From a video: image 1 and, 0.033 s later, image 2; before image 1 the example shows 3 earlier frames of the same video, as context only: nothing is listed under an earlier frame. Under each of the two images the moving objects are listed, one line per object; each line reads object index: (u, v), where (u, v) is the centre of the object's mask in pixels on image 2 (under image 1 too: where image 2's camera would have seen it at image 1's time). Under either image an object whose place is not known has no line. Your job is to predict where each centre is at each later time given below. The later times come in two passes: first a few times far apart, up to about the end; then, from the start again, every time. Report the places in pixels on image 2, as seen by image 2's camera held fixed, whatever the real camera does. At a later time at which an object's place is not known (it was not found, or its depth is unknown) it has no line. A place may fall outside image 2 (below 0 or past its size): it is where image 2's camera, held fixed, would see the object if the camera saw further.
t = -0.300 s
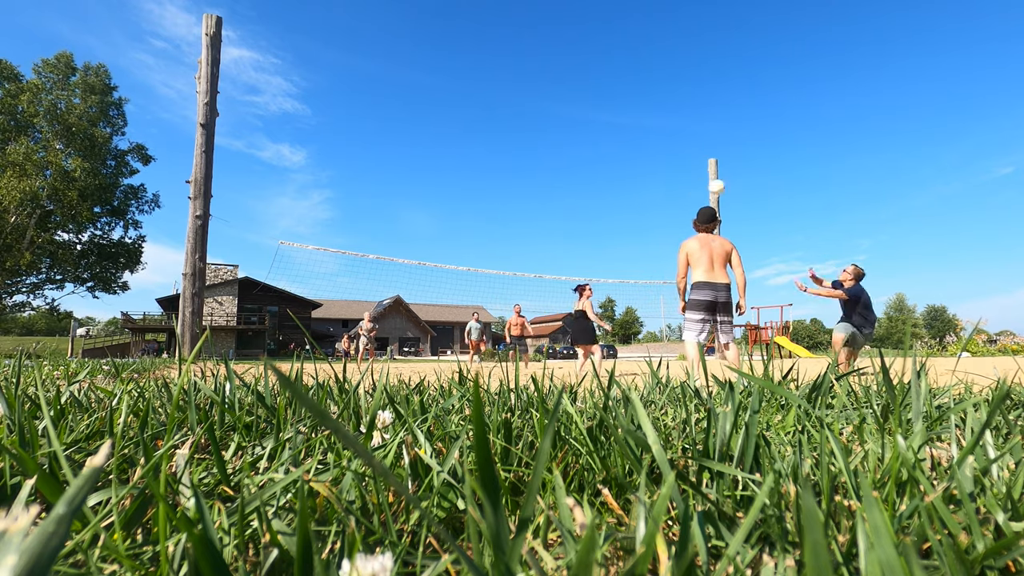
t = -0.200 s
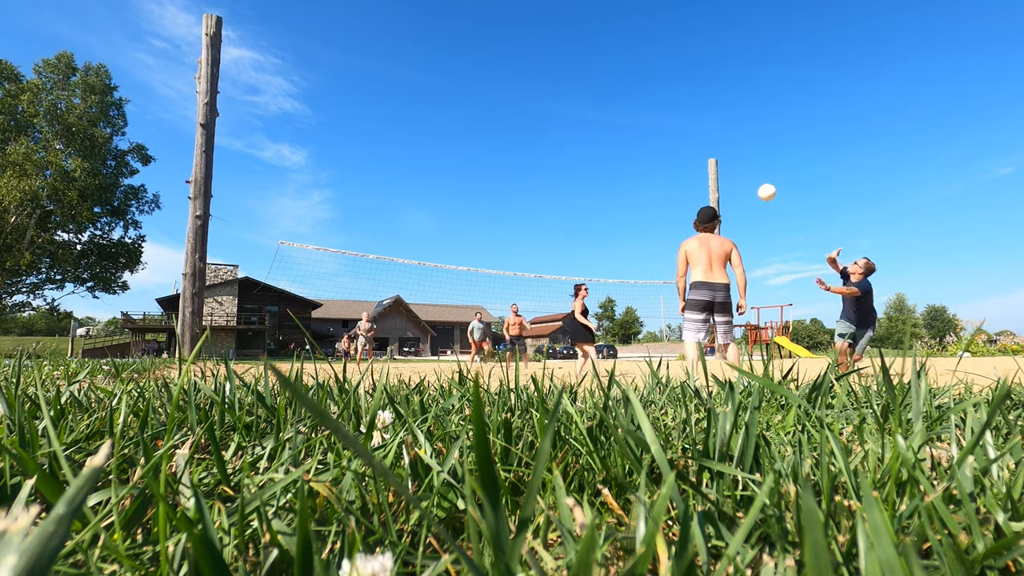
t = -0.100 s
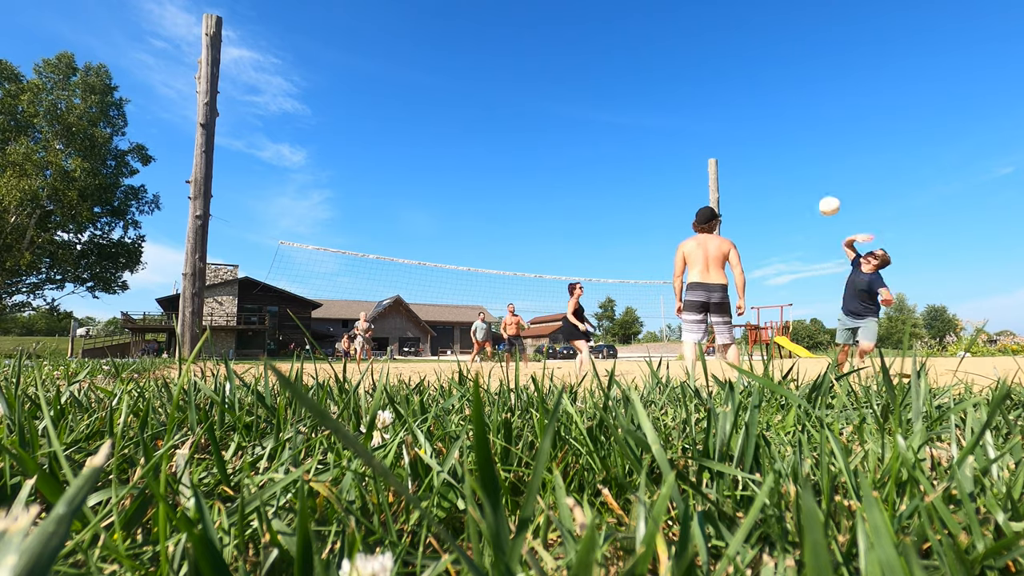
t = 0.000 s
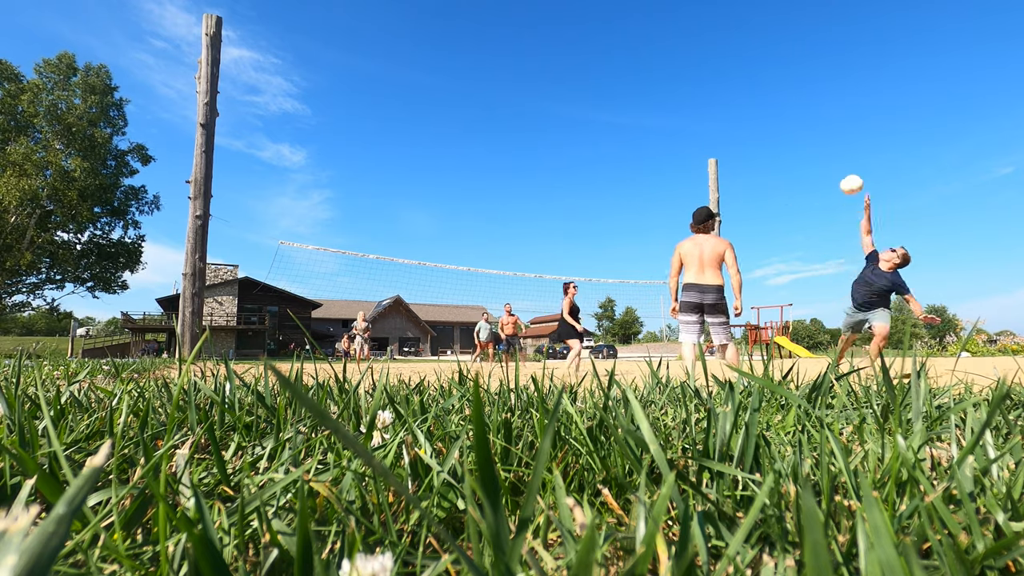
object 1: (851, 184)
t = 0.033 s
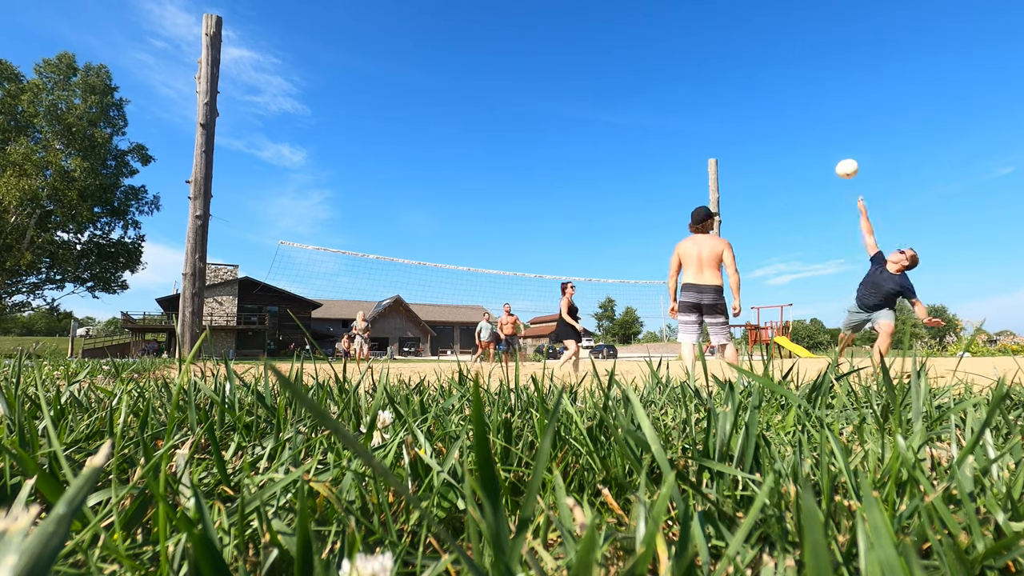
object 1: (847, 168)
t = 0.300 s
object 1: (815, 81)
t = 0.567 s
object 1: (790, 56)
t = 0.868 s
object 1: (769, 96)
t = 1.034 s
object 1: (760, 149)
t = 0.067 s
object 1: (842, 154)
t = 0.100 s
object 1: (838, 140)
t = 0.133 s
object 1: (834, 127)
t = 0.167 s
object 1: (830, 116)
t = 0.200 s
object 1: (826, 106)
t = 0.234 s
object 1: (822, 96)
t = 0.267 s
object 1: (818, 88)
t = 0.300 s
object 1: (815, 81)
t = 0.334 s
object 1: (811, 74)
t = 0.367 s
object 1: (808, 69)
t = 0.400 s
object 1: (805, 65)
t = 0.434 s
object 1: (801, 62)
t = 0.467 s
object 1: (798, 59)
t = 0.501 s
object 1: (796, 57)
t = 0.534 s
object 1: (793, 56)
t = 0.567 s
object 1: (790, 56)
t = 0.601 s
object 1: (787, 57)
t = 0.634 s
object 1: (785, 59)
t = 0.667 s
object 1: (782, 62)
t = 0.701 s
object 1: (780, 65)
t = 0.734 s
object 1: (778, 70)
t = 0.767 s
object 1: (776, 75)
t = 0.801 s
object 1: (773, 81)
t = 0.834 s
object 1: (771, 88)
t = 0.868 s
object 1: (769, 96)
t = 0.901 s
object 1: (767, 105)
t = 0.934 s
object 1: (766, 115)
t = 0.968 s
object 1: (764, 125)
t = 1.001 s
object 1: (762, 137)
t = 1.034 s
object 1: (760, 149)
